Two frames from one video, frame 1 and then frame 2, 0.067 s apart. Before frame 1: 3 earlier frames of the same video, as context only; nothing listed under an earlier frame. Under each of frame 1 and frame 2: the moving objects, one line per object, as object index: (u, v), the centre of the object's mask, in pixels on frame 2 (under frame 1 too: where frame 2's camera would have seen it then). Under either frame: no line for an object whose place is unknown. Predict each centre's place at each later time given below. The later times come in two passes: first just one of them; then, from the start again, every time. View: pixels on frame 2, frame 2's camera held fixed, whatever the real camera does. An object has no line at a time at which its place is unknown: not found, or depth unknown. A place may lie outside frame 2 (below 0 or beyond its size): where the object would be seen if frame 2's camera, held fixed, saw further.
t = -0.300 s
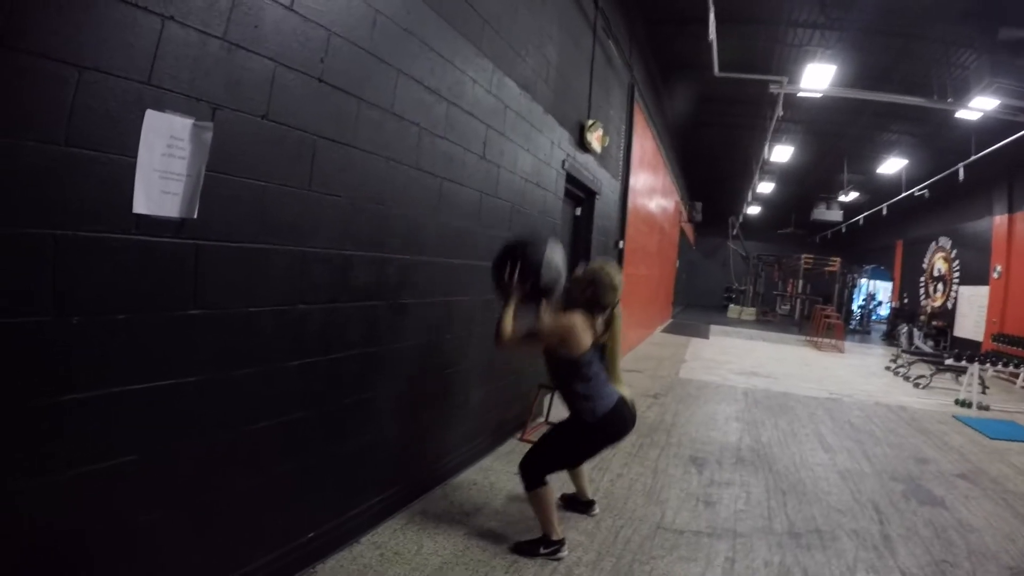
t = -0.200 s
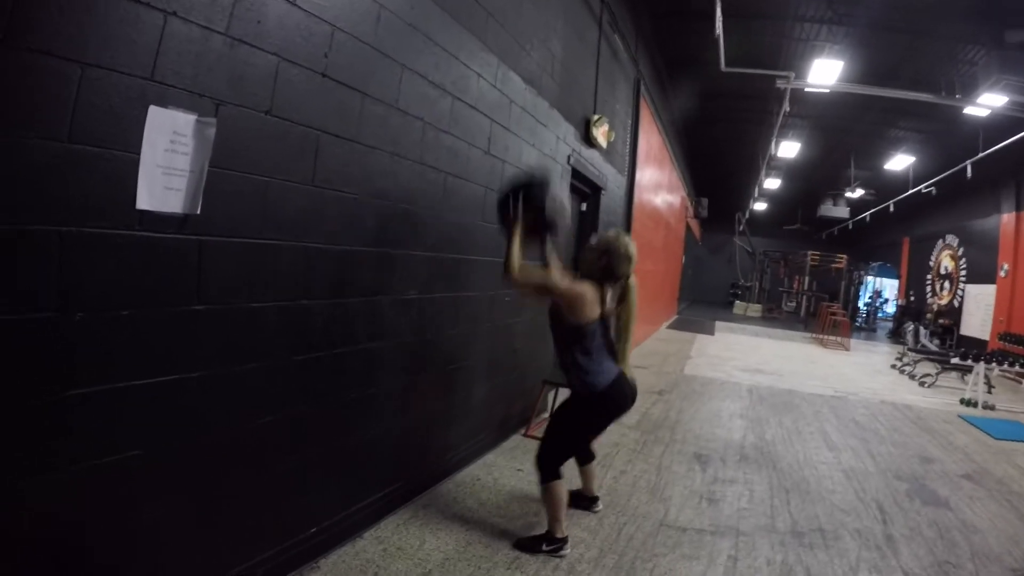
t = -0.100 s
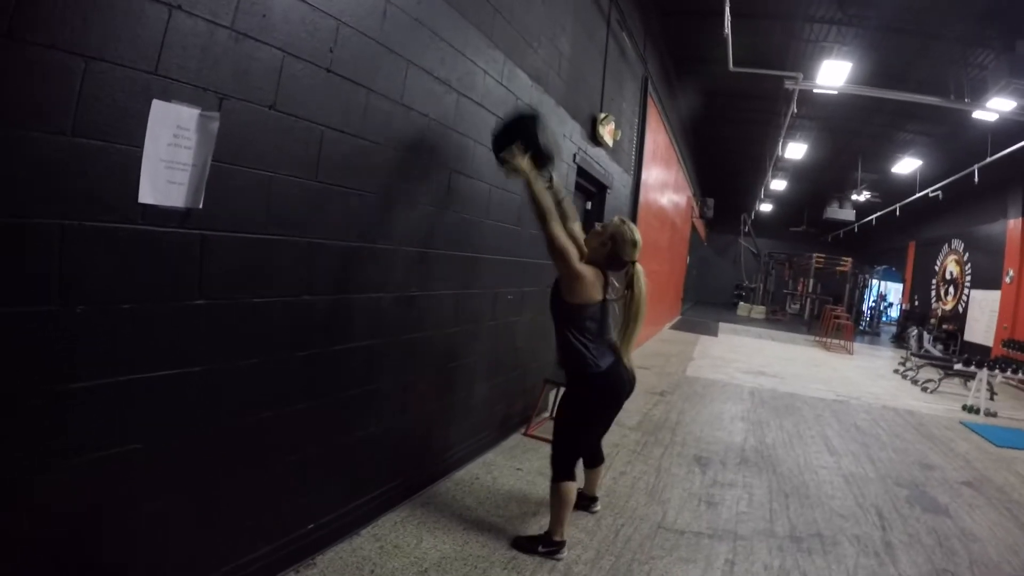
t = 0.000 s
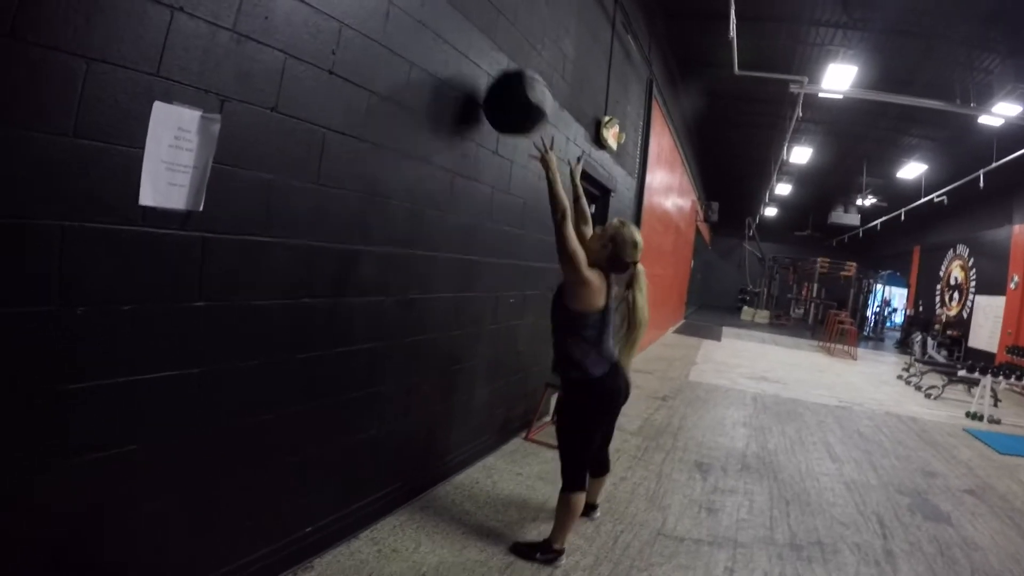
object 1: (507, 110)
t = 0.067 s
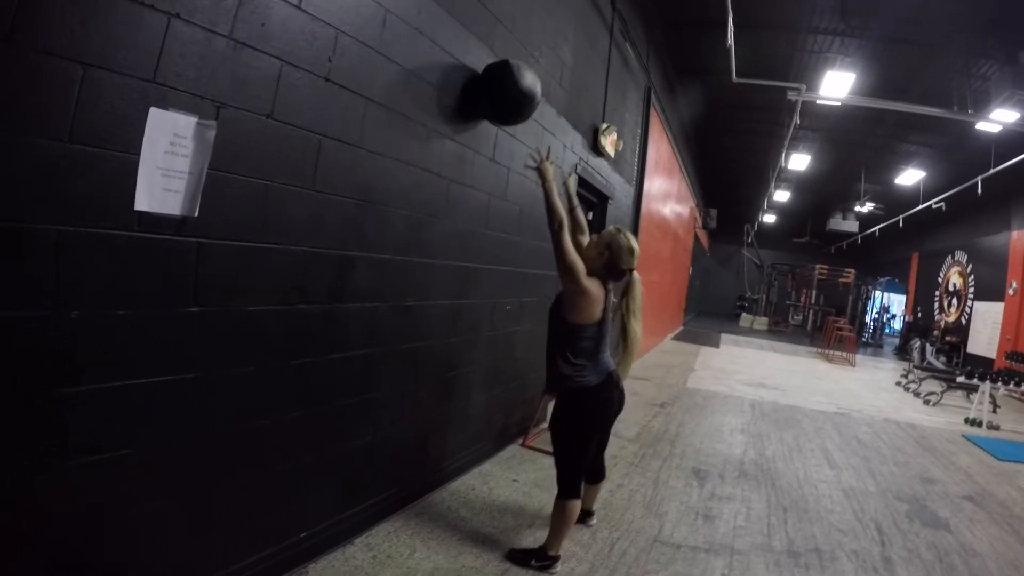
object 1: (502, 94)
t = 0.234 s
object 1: (518, 86)
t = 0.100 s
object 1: (502, 89)
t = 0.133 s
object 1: (505, 86)
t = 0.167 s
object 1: (507, 84)
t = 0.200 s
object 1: (516, 84)
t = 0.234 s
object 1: (518, 86)
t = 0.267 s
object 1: (519, 90)
